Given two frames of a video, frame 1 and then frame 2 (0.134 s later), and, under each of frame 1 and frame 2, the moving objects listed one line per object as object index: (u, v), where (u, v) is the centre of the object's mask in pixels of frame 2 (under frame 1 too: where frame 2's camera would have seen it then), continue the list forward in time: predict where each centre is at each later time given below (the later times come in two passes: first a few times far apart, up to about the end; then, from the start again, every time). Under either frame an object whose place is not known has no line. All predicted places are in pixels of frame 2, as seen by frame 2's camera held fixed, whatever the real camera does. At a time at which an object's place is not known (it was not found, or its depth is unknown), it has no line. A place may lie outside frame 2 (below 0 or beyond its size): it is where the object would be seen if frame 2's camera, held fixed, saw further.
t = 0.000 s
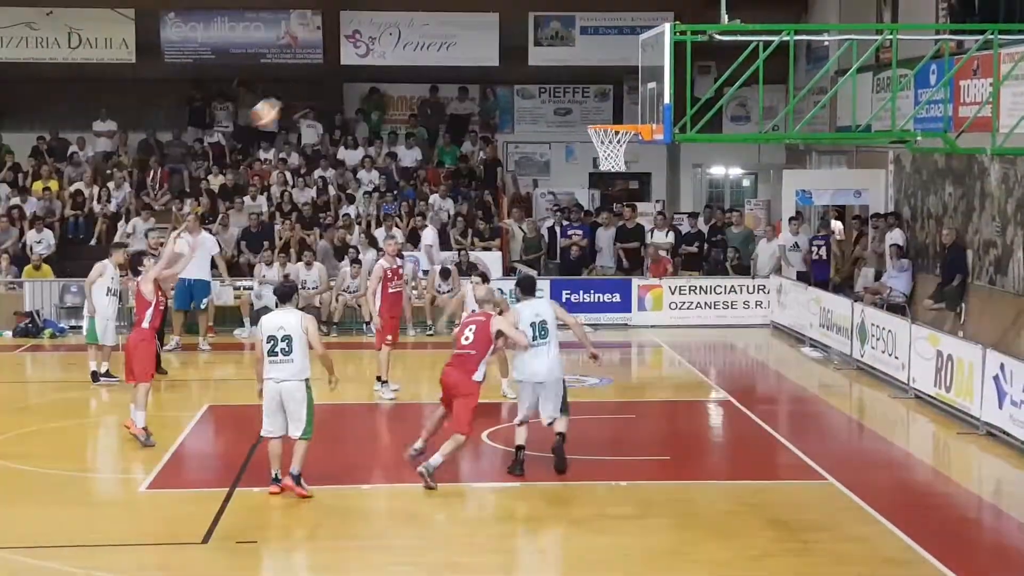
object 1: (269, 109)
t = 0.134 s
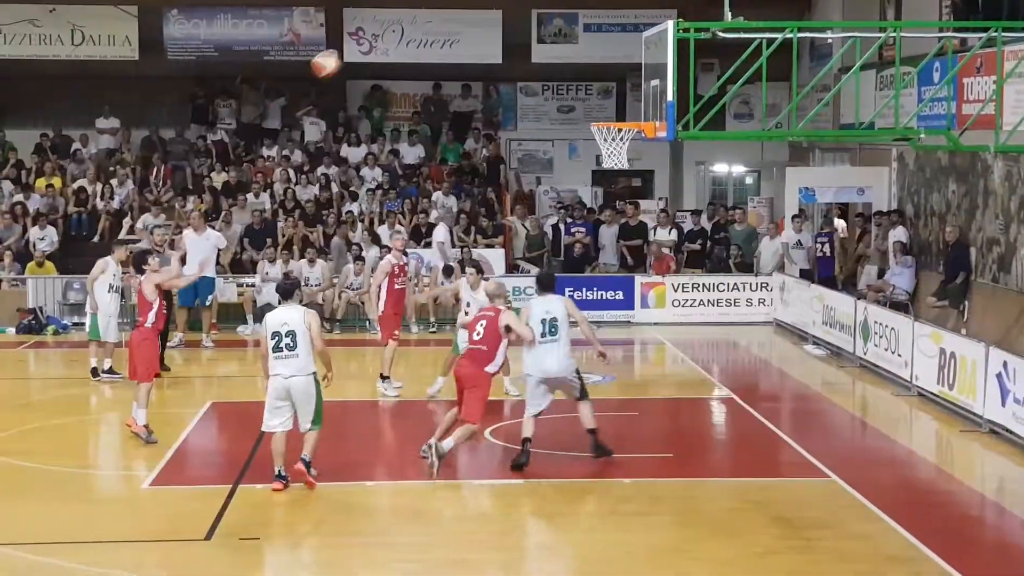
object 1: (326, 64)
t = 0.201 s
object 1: (354, 47)
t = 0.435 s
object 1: (455, 24)
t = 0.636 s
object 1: (539, 48)
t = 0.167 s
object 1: (339, 55)
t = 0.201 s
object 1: (354, 47)
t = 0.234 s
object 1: (369, 41)
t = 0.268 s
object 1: (384, 35)
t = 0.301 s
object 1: (397, 31)
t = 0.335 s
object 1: (412, 27)
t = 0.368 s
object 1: (426, 24)
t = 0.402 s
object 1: (440, 25)
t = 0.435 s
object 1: (455, 24)
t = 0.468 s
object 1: (468, 25)
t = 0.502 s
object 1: (482, 27)
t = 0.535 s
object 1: (498, 31)
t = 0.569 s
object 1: (512, 36)
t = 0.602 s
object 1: (524, 42)
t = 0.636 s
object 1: (539, 48)
